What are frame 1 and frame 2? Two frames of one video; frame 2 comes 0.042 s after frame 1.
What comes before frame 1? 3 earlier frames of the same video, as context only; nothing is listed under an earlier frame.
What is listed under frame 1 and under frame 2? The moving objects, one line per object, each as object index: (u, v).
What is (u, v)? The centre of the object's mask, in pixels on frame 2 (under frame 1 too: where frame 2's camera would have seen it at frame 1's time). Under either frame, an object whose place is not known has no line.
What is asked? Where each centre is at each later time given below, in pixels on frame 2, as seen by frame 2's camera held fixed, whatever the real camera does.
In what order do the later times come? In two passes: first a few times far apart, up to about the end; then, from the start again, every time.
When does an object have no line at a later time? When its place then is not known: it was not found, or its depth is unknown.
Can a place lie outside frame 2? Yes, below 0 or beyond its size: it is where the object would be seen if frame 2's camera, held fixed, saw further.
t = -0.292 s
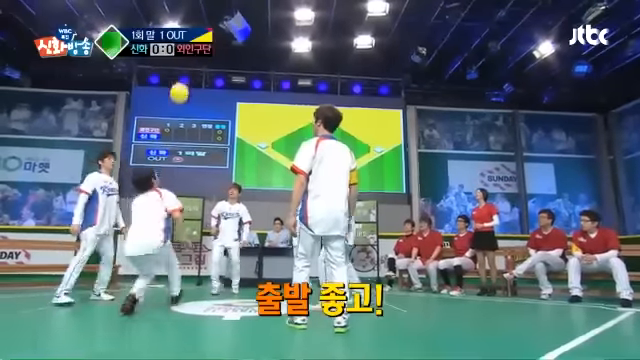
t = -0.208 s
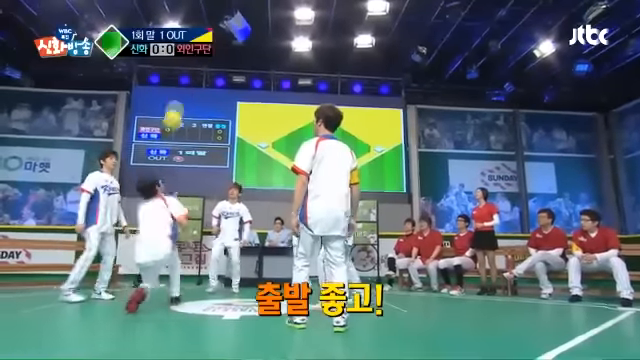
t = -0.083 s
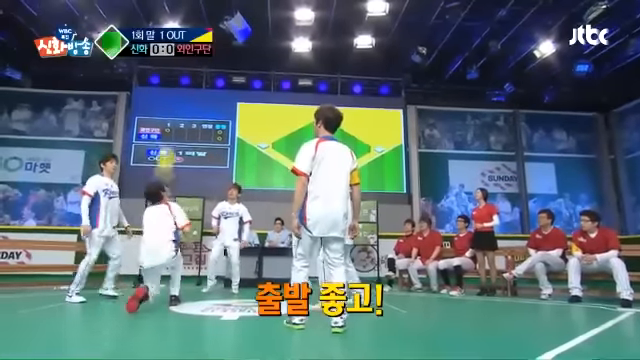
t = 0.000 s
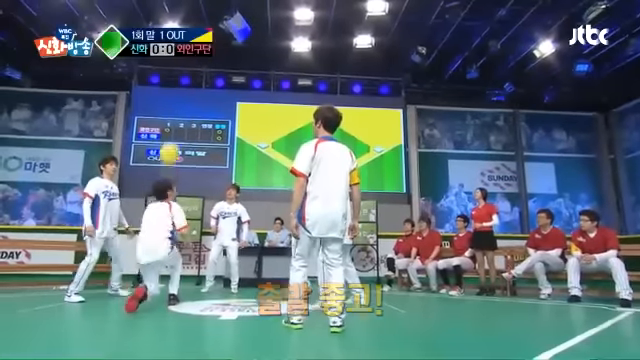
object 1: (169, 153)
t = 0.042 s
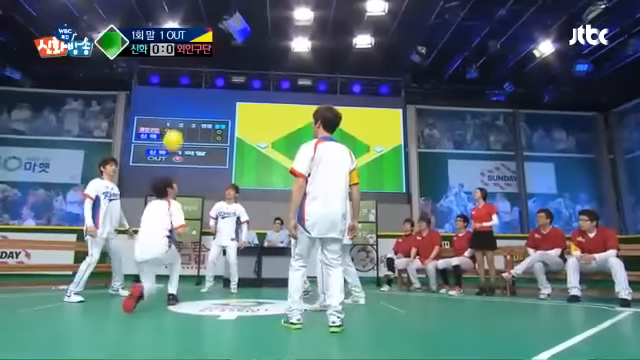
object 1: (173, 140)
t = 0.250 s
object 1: (193, 86)
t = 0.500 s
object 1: (214, 66)
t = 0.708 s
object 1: (231, 89)
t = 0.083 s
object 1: (177, 129)
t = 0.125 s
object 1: (182, 113)
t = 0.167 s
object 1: (186, 101)
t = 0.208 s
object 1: (190, 93)
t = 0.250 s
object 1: (193, 86)
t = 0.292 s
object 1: (197, 78)
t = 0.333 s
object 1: (201, 73)
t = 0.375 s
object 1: (204, 69)
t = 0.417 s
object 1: (207, 67)
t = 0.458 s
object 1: (211, 66)
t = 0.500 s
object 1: (214, 66)
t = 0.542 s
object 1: (217, 68)
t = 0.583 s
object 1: (220, 70)
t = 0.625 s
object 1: (224, 75)
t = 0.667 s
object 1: (228, 83)
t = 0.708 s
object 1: (231, 89)
